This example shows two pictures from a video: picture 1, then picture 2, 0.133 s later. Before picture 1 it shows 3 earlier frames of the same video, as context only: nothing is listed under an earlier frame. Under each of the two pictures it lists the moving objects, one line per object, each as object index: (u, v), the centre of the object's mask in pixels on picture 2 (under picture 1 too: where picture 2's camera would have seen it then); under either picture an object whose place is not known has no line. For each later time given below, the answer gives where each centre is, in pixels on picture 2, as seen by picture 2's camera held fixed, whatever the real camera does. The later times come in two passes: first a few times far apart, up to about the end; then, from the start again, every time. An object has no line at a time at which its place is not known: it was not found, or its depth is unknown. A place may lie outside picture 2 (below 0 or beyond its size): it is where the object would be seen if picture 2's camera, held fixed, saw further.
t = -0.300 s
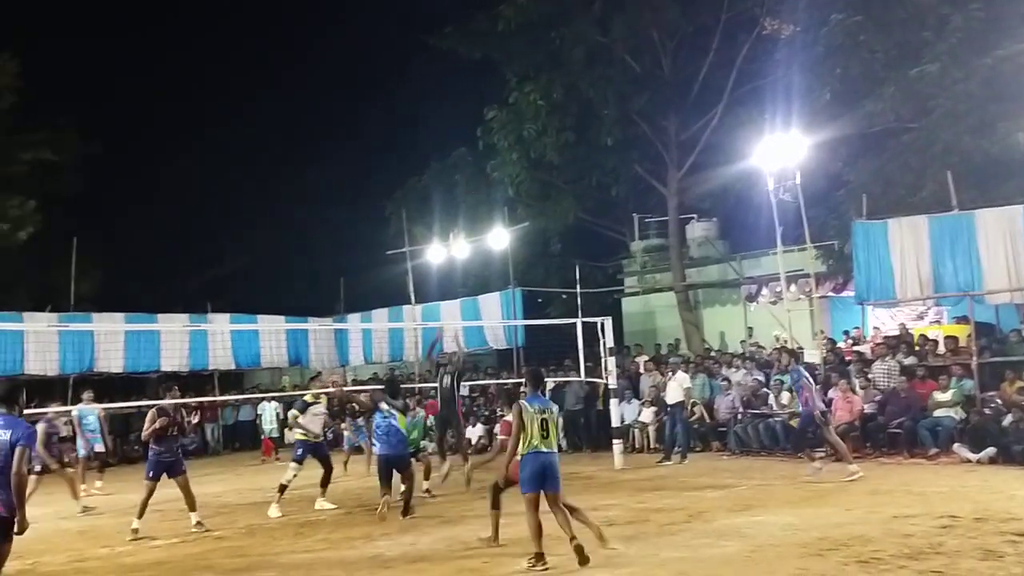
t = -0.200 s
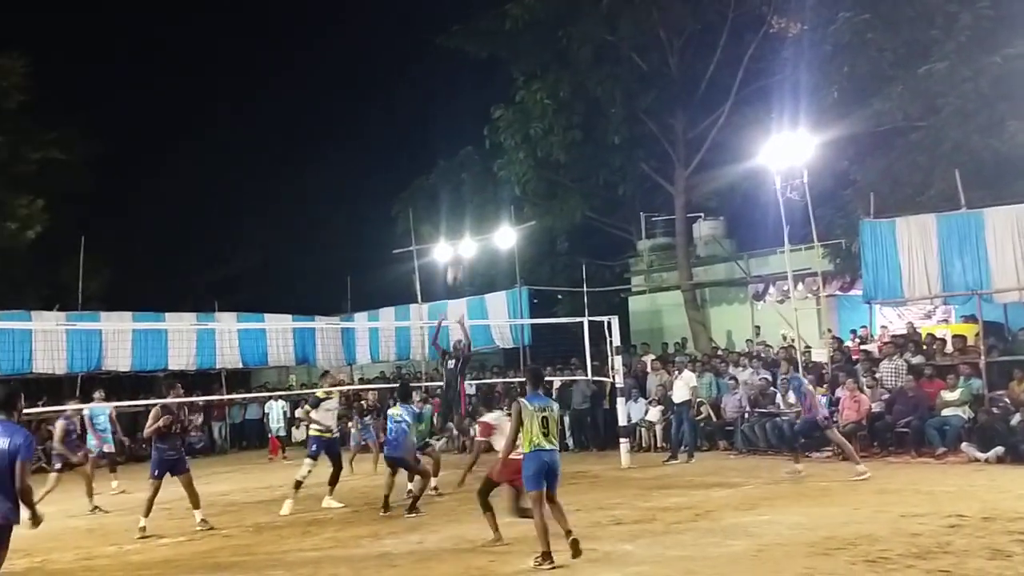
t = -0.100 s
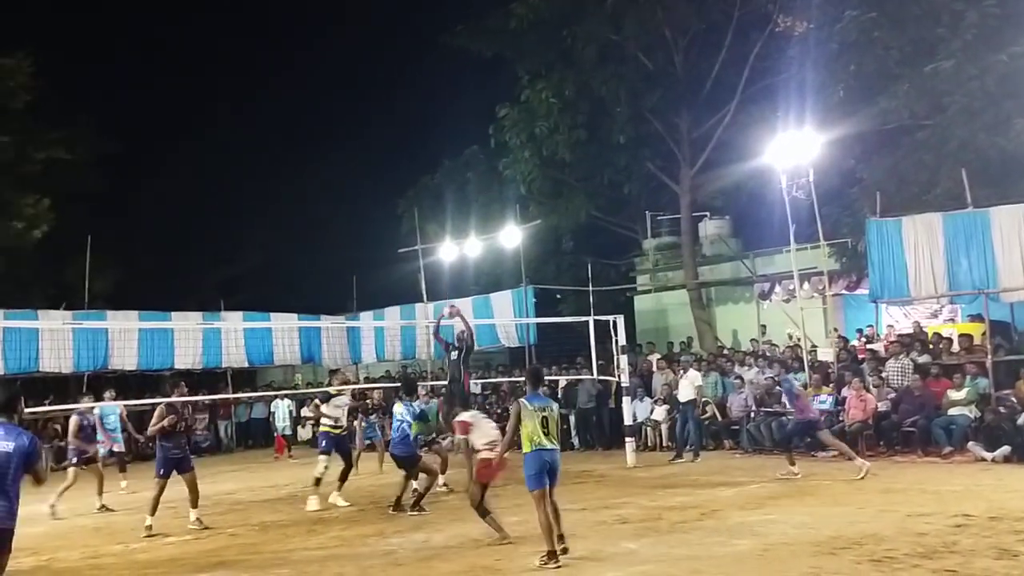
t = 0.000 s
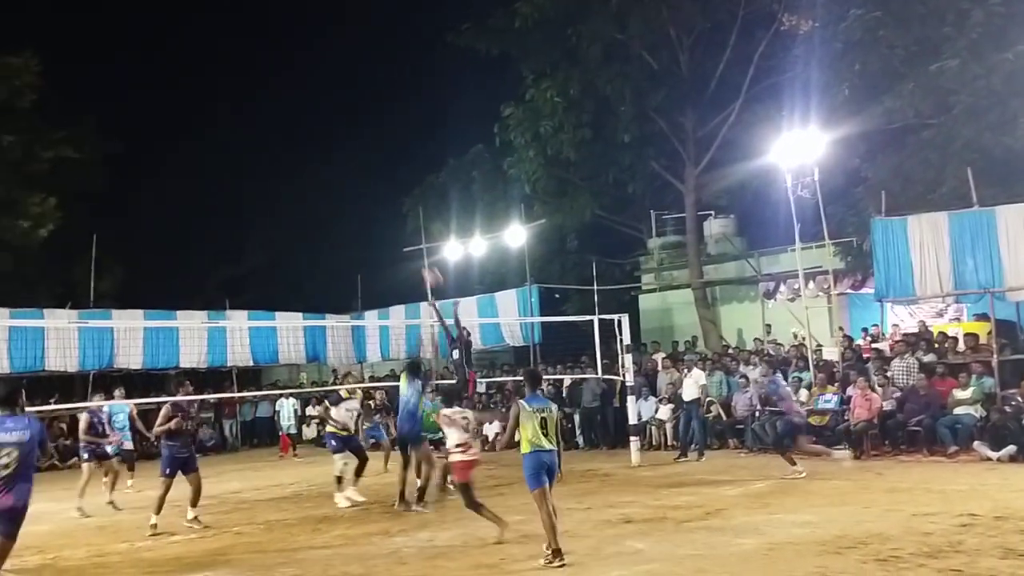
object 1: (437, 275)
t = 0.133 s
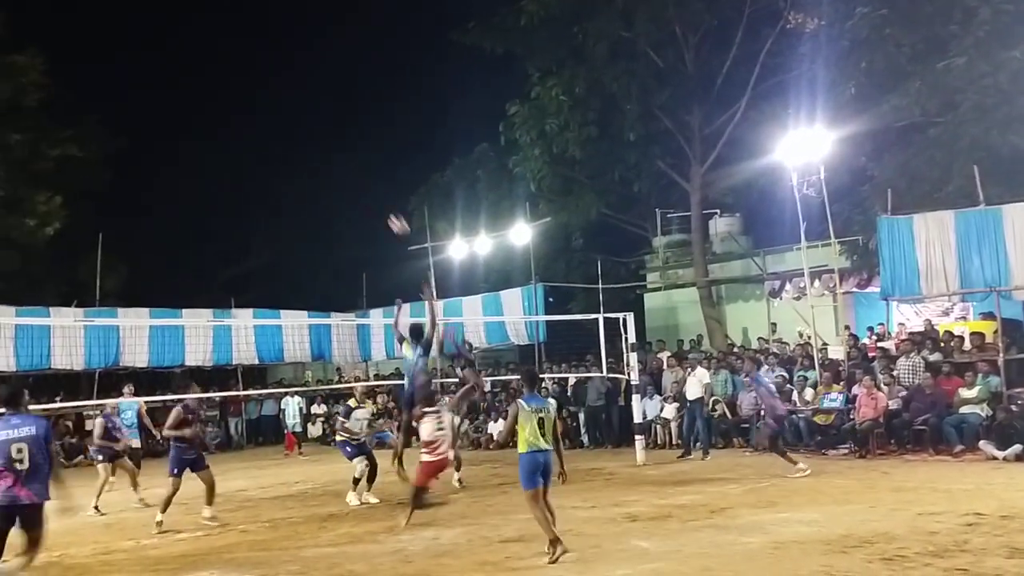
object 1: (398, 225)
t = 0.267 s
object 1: (358, 186)
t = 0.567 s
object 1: (265, 144)
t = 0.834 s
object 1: (173, 168)
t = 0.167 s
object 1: (389, 214)
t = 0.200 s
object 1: (379, 204)
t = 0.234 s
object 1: (368, 195)
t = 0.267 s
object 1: (358, 186)
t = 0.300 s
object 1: (349, 178)
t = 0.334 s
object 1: (338, 171)
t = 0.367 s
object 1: (328, 164)
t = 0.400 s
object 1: (318, 159)
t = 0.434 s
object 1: (307, 154)
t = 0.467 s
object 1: (296, 150)
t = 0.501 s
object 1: (286, 147)
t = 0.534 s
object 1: (275, 145)
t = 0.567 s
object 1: (265, 144)
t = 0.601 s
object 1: (253, 143)
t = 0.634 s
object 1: (242, 144)
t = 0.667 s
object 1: (231, 145)
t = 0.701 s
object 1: (220, 148)
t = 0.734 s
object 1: (208, 151)
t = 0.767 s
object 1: (197, 156)
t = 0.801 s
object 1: (185, 161)
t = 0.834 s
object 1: (173, 168)
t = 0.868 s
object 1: (161, 175)
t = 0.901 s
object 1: (150, 184)
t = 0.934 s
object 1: (137, 194)
